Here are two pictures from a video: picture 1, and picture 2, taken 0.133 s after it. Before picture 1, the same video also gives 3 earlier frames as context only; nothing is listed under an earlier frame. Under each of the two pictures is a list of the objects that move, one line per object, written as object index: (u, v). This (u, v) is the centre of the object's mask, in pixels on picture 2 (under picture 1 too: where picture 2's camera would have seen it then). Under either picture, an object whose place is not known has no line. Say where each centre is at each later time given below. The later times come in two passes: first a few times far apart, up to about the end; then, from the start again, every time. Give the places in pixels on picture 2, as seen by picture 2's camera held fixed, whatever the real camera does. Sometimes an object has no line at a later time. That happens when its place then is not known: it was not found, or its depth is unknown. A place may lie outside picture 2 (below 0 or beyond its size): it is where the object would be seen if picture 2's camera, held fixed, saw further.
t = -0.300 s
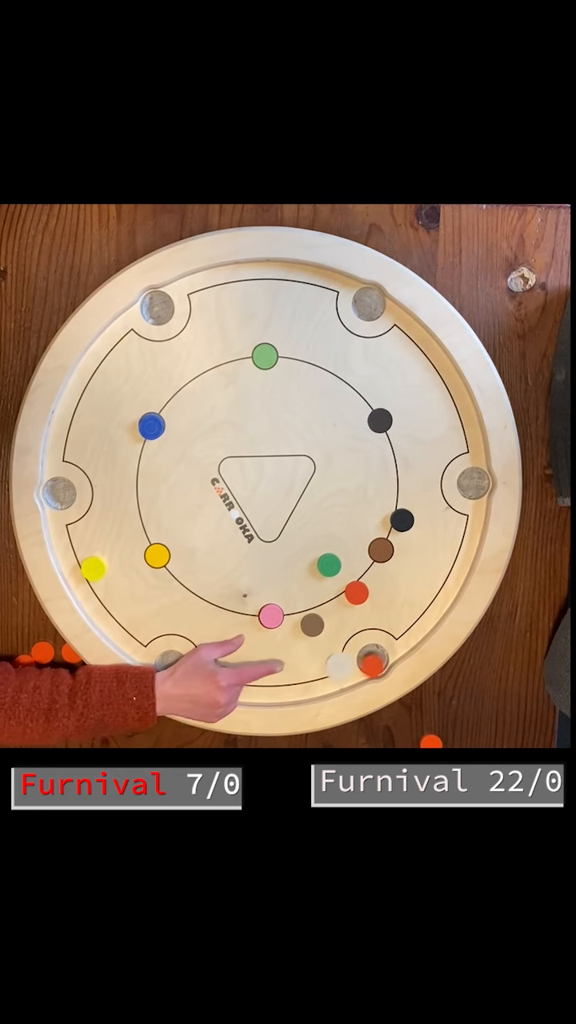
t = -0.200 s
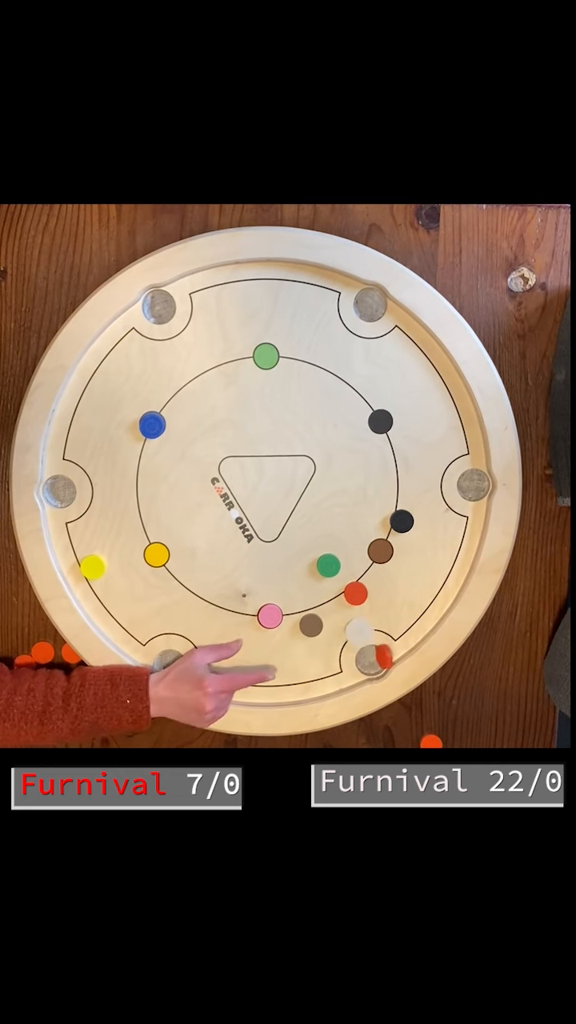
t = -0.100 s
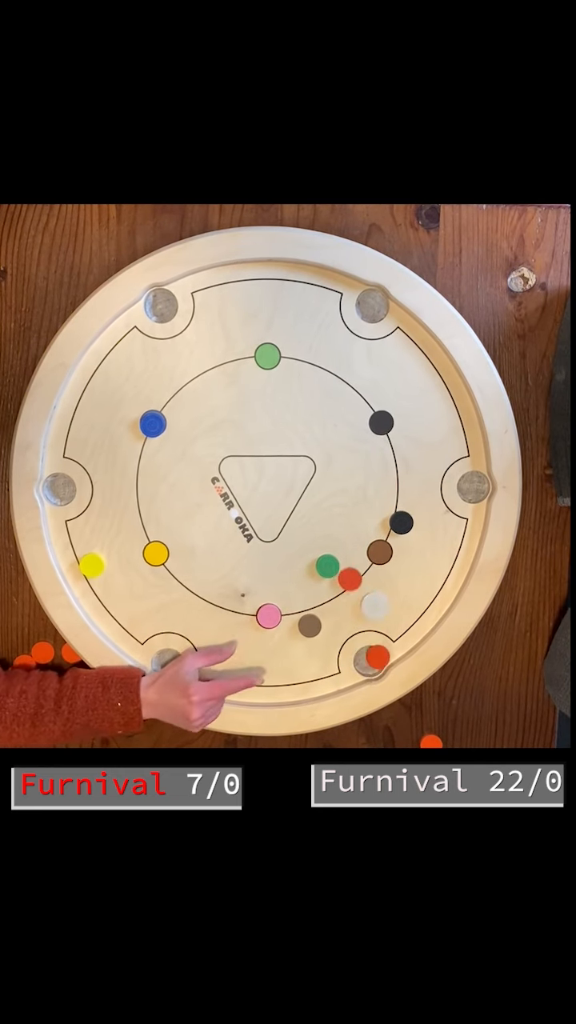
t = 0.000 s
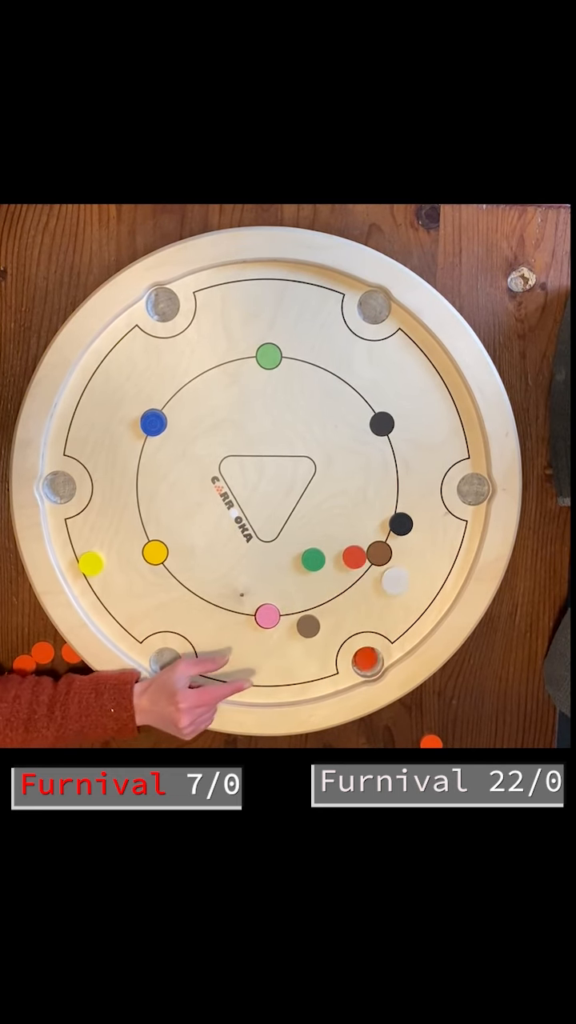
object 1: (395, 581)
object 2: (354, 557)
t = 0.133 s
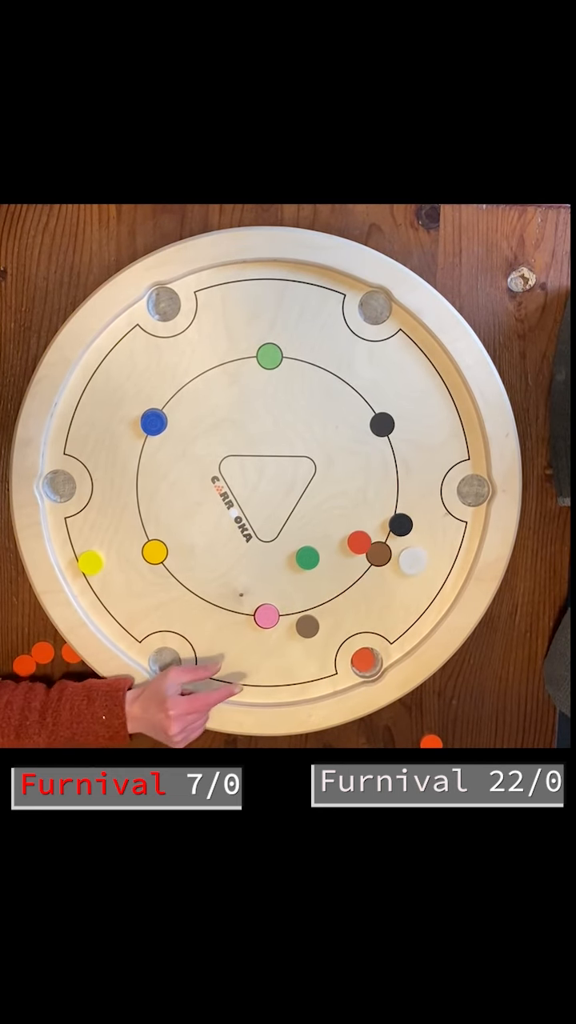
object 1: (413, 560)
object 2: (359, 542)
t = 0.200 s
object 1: (420, 552)
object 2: (361, 537)
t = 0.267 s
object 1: (426, 546)
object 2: (361, 534)
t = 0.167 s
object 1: (416, 556)
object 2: (360, 539)
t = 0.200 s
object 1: (420, 552)
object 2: (361, 537)
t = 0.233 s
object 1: (423, 549)
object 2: (361, 535)
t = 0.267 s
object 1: (426, 546)
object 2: (361, 534)
